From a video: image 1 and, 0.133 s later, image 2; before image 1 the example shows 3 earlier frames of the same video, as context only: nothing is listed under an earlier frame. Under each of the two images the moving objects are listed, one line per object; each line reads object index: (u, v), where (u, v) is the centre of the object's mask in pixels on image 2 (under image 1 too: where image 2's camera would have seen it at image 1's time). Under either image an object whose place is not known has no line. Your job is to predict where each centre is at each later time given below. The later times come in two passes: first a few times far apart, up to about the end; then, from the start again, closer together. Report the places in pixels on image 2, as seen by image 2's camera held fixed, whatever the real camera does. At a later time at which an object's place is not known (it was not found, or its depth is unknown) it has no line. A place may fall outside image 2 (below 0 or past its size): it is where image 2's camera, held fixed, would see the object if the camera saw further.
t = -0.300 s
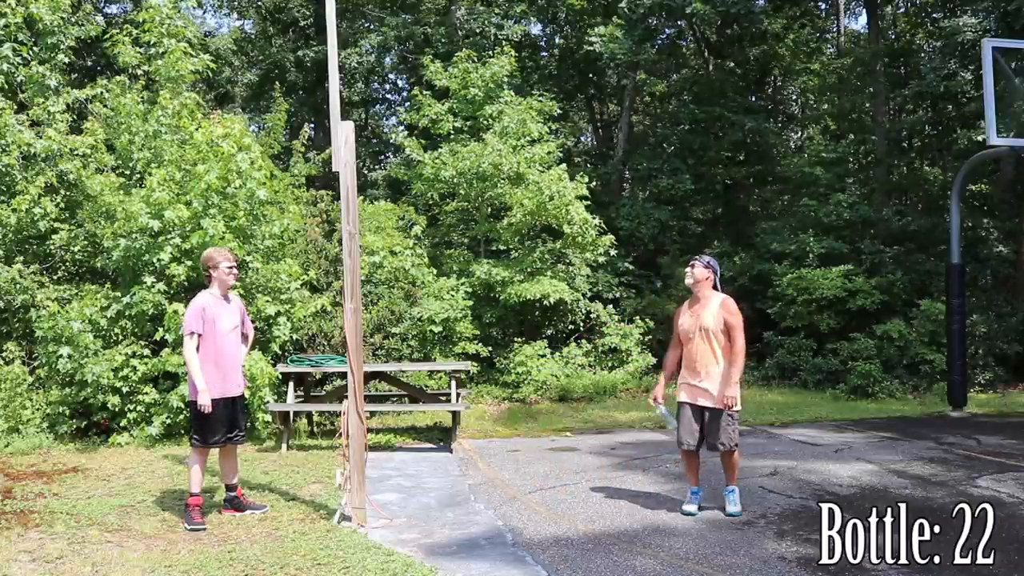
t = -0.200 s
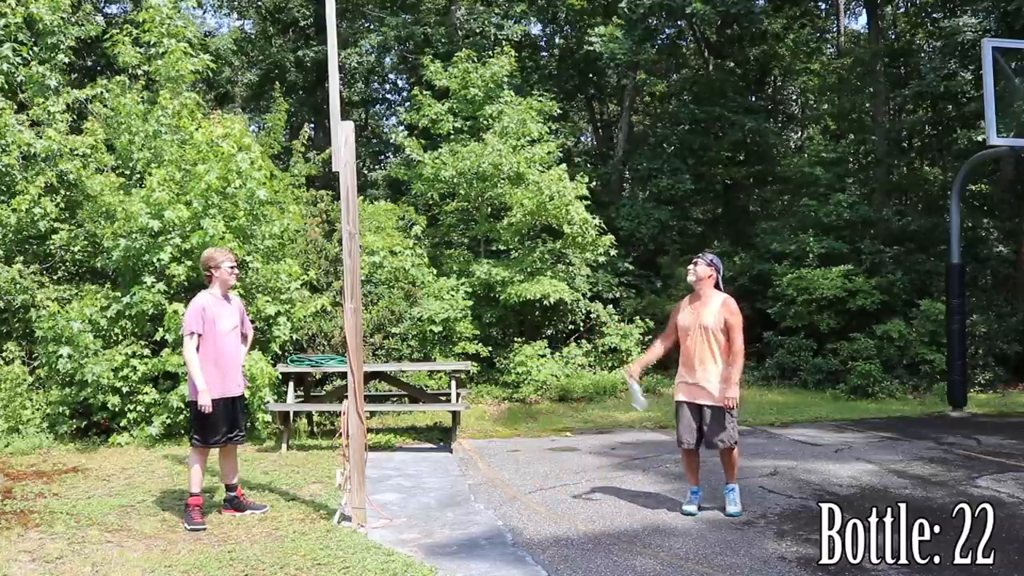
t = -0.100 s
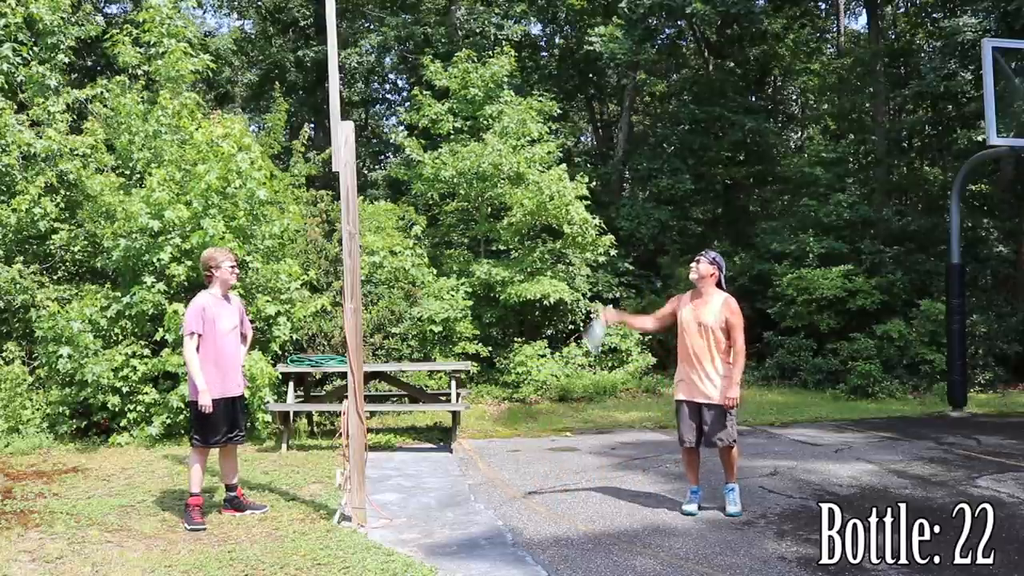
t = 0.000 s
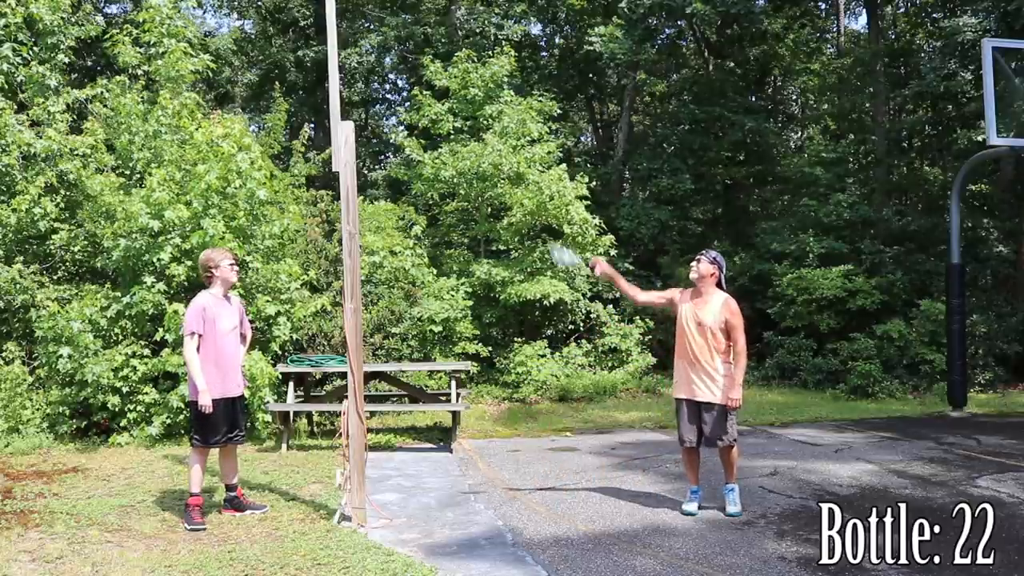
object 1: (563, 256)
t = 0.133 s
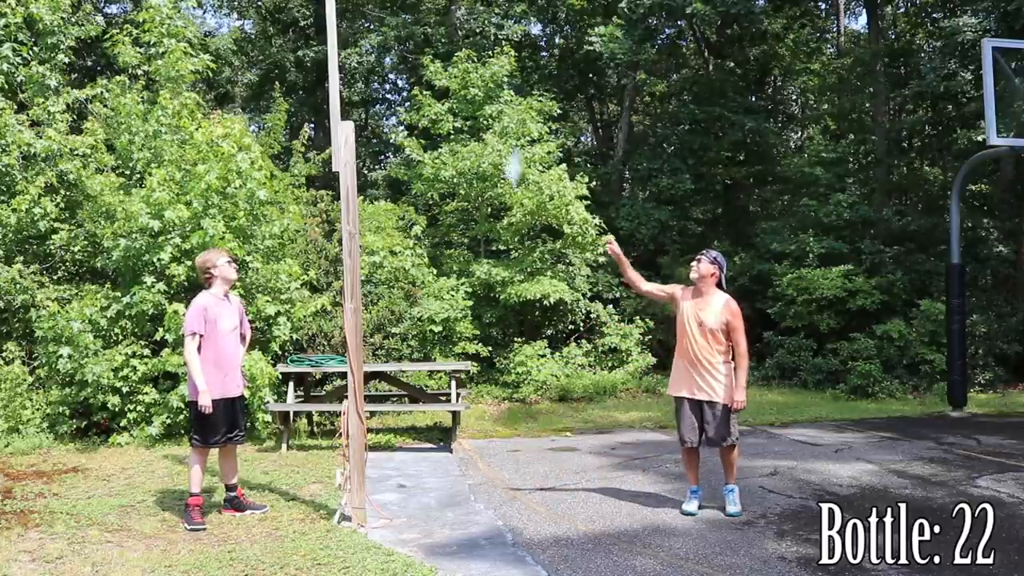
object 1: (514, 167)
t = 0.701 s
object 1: (340, 63)
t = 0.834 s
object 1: (323, 99)
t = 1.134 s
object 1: (299, 312)
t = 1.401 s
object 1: (286, 538)
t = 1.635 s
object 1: (280, 529)
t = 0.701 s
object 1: (340, 63)
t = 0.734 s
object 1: (333, 67)
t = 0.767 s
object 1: (330, 77)
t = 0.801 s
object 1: (327, 87)
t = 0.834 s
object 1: (323, 99)
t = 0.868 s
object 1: (320, 114)
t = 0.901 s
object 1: (318, 131)
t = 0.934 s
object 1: (315, 148)
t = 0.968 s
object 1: (313, 171)
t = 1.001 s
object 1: (310, 194)
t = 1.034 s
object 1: (307, 219)
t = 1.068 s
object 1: (304, 247)
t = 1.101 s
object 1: (302, 278)
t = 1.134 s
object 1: (299, 312)
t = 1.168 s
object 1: (296, 346)
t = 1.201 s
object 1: (295, 385)
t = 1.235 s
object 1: (292, 426)
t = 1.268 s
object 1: (290, 470)
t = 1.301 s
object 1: (288, 515)
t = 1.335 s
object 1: (287, 551)
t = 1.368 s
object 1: (287, 548)
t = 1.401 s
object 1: (286, 538)
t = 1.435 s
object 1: (285, 531)
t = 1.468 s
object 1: (284, 525)
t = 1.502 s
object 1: (283, 522)
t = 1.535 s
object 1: (283, 520)
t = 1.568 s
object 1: (282, 521)
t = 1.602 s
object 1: (281, 524)
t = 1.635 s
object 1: (280, 529)
